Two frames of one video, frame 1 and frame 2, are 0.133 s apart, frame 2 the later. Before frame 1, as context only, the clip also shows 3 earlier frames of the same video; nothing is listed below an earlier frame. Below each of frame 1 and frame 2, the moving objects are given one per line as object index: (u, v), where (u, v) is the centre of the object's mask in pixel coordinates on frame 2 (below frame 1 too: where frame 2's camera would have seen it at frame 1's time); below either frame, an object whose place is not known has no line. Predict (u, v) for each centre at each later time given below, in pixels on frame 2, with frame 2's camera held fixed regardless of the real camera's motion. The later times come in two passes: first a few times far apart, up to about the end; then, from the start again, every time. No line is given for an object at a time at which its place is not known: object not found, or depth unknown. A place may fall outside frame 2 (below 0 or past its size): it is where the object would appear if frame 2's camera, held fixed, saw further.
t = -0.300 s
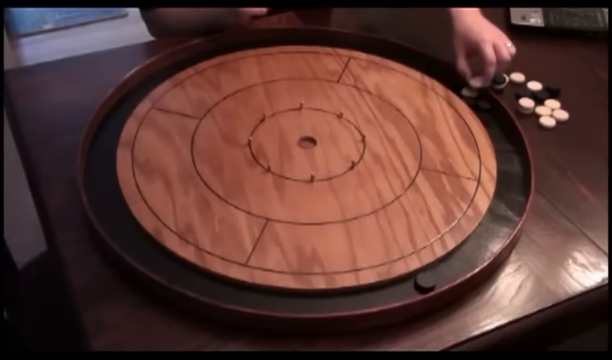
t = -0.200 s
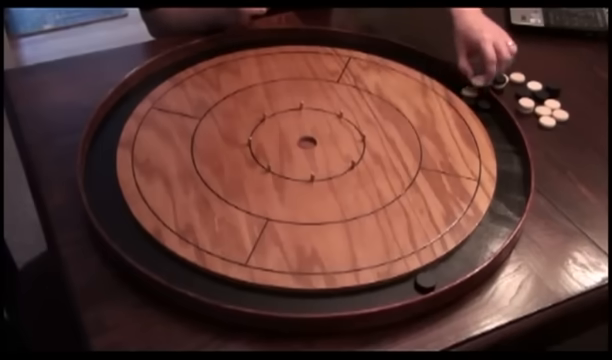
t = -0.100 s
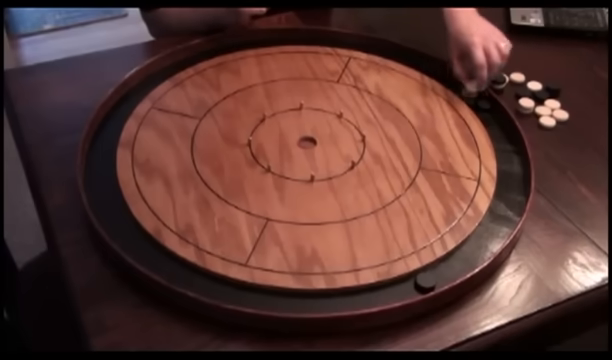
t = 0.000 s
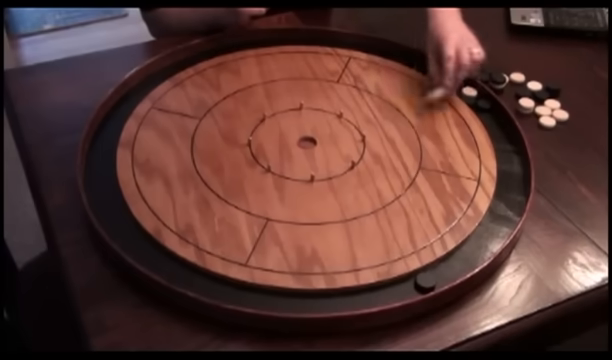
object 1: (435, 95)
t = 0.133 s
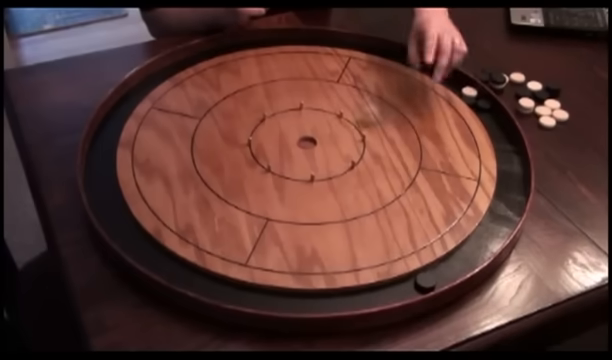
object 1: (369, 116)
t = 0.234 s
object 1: (322, 128)
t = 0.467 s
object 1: (255, 154)
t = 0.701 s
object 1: (250, 171)
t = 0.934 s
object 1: (250, 172)
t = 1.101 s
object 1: (250, 172)
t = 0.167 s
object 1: (352, 120)
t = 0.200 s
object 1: (335, 126)
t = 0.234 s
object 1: (322, 128)
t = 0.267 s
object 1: (308, 131)
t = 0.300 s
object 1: (294, 136)
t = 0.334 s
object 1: (282, 137)
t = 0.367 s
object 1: (269, 140)
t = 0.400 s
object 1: (259, 145)
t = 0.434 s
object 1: (256, 149)
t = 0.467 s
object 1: (255, 154)
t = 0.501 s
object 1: (254, 158)
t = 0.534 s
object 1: (252, 162)
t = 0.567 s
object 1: (251, 165)
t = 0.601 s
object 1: (251, 168)
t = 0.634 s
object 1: (250, 169)
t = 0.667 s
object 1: (250, 171)
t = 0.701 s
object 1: (250, 171)
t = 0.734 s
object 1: (250, 172)
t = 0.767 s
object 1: (250, 172)
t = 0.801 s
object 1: (250, 172)
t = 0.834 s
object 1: (250, 172)
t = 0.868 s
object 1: (250, 172)
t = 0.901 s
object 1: (250, 172)
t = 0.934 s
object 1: (250, 172)
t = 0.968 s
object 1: (250, 172)
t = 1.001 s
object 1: (250, 172)
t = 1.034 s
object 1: (250, 172)
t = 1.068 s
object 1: (250, 172)
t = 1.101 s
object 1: (250, 172)
